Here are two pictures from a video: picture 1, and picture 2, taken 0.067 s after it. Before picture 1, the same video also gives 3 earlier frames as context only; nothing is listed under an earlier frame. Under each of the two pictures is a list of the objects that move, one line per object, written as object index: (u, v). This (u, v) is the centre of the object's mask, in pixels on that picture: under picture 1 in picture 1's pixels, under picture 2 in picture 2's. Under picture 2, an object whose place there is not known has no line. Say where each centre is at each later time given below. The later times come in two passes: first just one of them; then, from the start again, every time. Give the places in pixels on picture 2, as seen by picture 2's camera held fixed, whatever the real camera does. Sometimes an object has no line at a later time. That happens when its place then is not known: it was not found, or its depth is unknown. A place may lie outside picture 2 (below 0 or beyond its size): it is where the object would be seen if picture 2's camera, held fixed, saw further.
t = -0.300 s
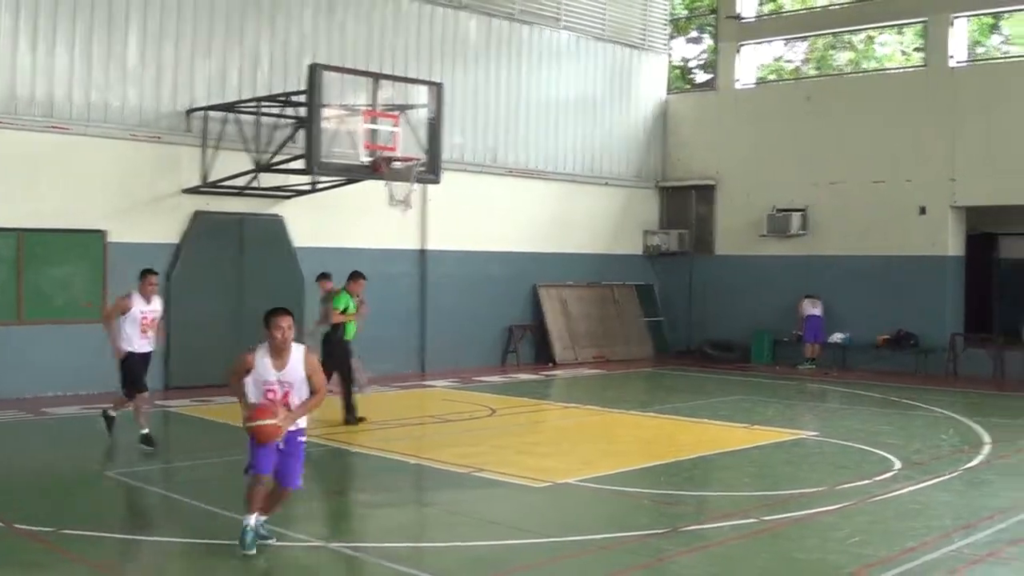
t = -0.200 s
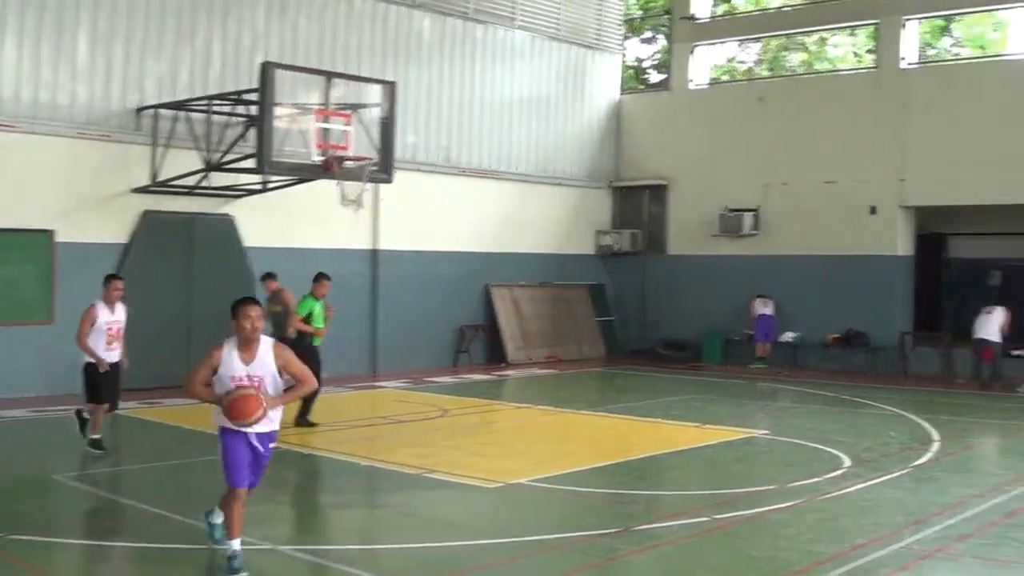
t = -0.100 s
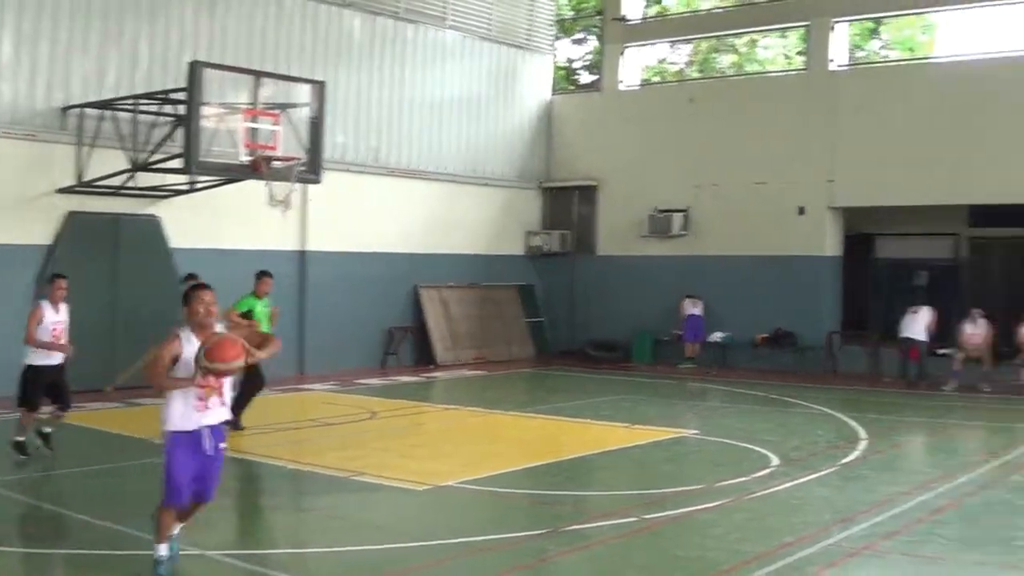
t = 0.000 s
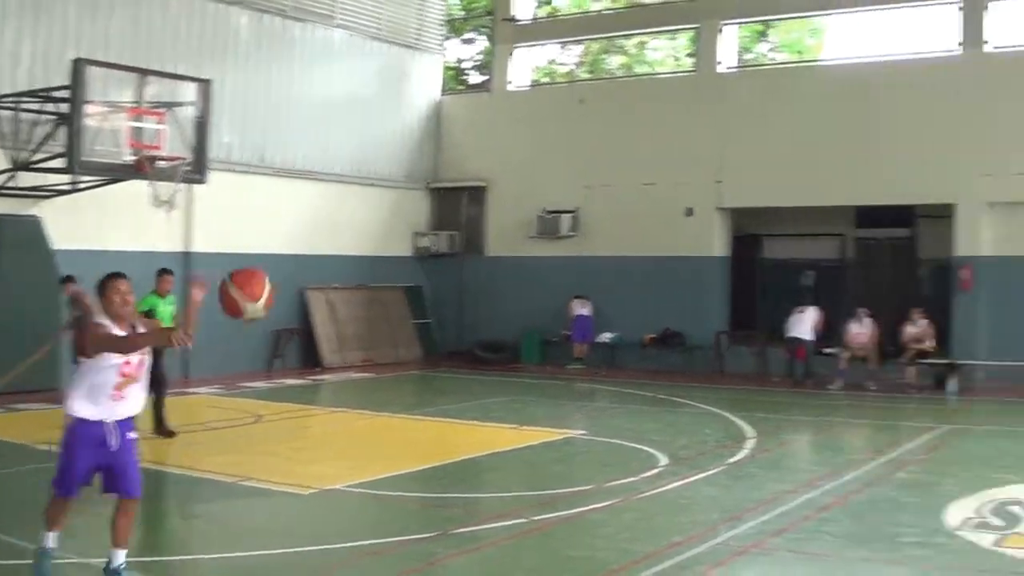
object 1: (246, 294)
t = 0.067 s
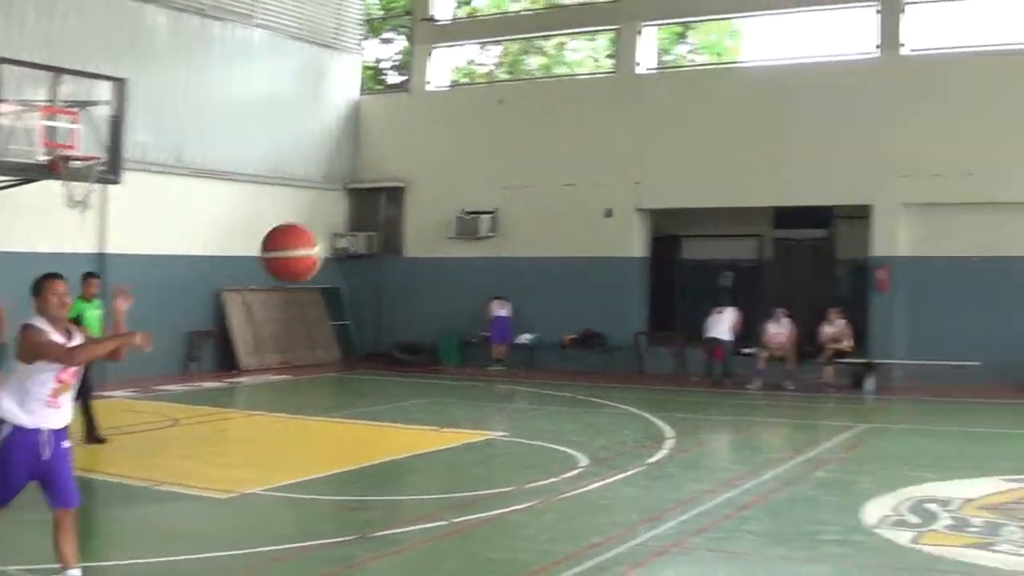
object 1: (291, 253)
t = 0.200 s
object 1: (645, 176)
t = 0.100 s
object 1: (368, 232)
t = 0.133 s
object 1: (453, 212)
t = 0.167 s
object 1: (542, 192)
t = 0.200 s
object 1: (645, 176)
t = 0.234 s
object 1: (761, 161)
